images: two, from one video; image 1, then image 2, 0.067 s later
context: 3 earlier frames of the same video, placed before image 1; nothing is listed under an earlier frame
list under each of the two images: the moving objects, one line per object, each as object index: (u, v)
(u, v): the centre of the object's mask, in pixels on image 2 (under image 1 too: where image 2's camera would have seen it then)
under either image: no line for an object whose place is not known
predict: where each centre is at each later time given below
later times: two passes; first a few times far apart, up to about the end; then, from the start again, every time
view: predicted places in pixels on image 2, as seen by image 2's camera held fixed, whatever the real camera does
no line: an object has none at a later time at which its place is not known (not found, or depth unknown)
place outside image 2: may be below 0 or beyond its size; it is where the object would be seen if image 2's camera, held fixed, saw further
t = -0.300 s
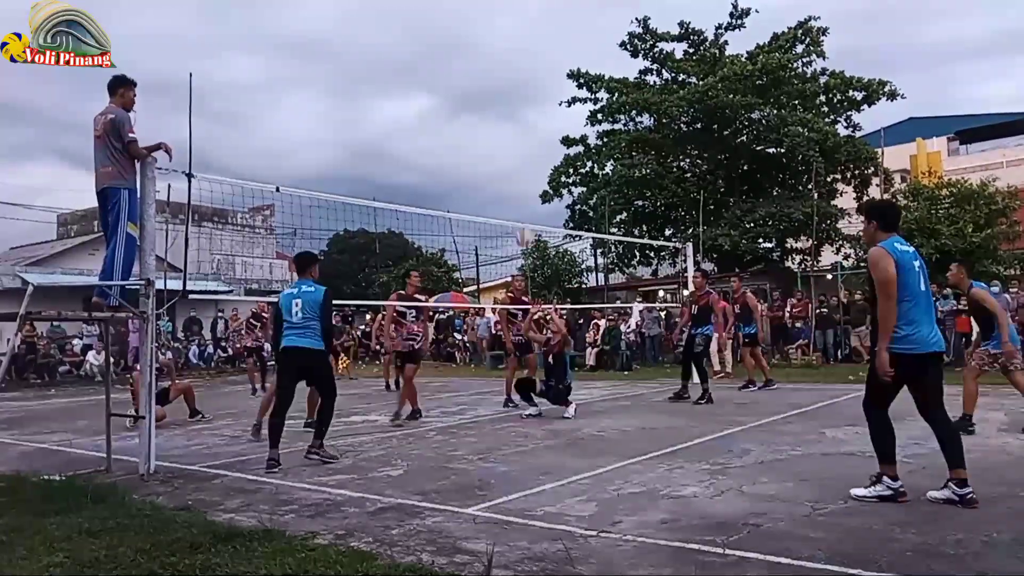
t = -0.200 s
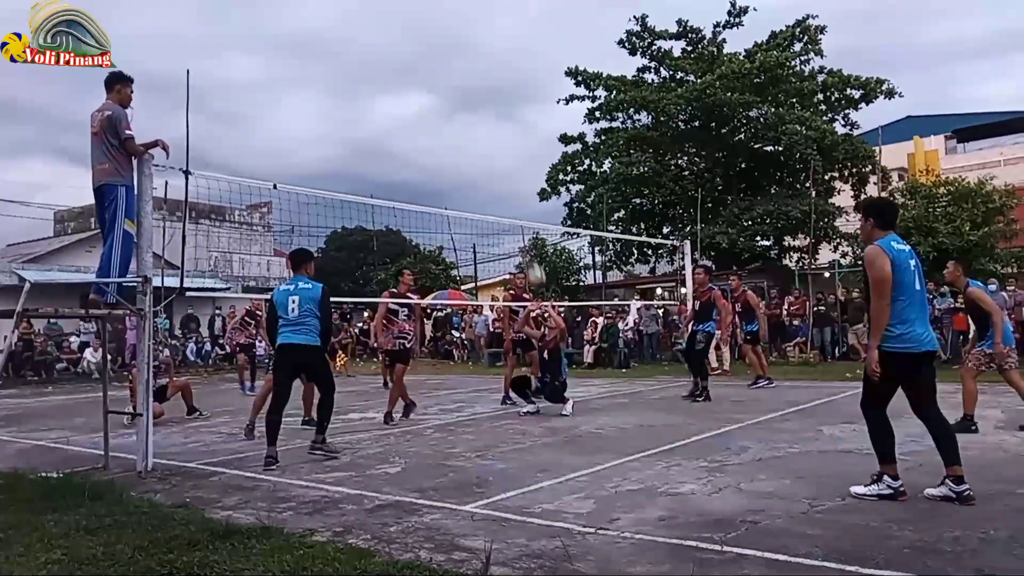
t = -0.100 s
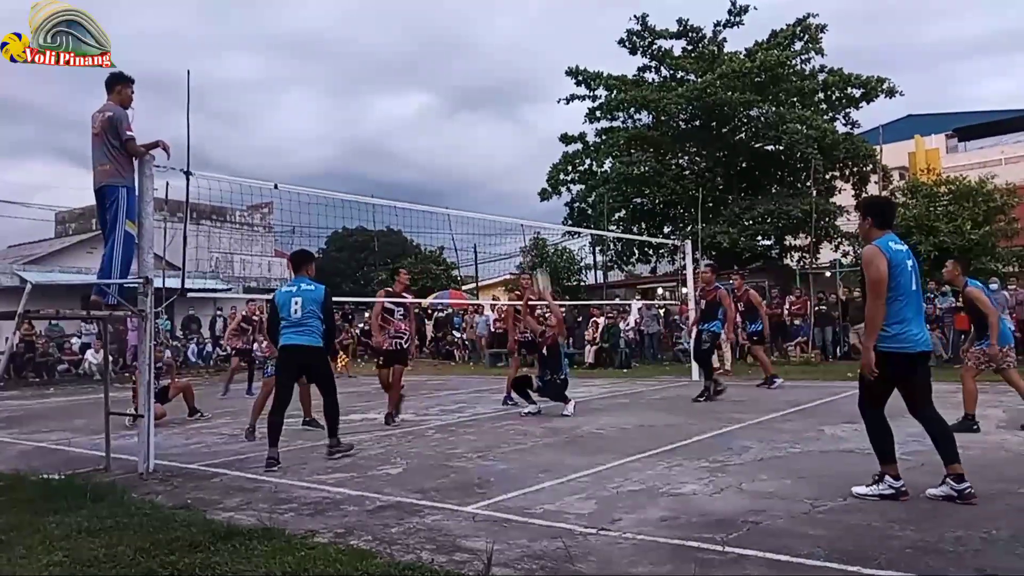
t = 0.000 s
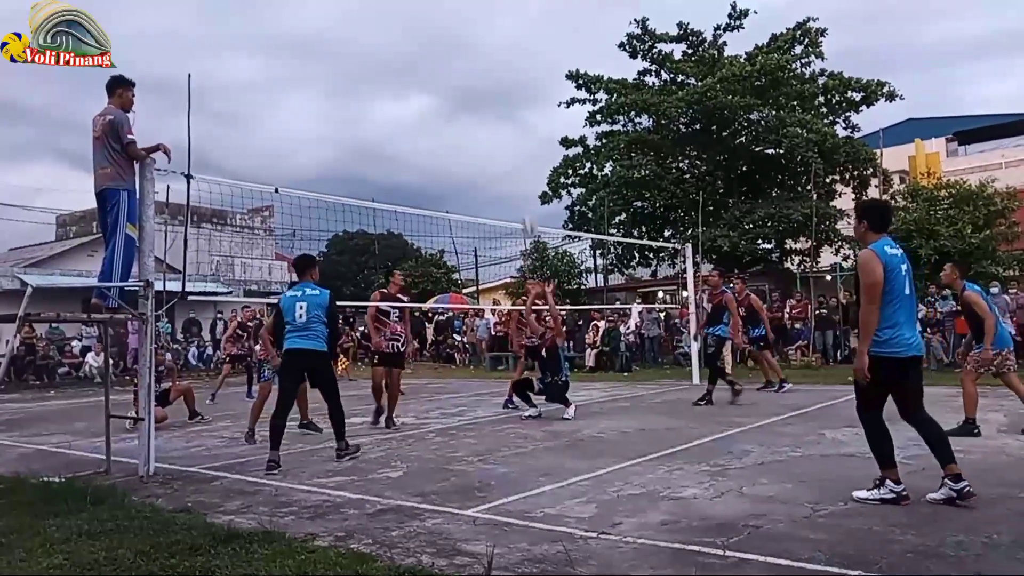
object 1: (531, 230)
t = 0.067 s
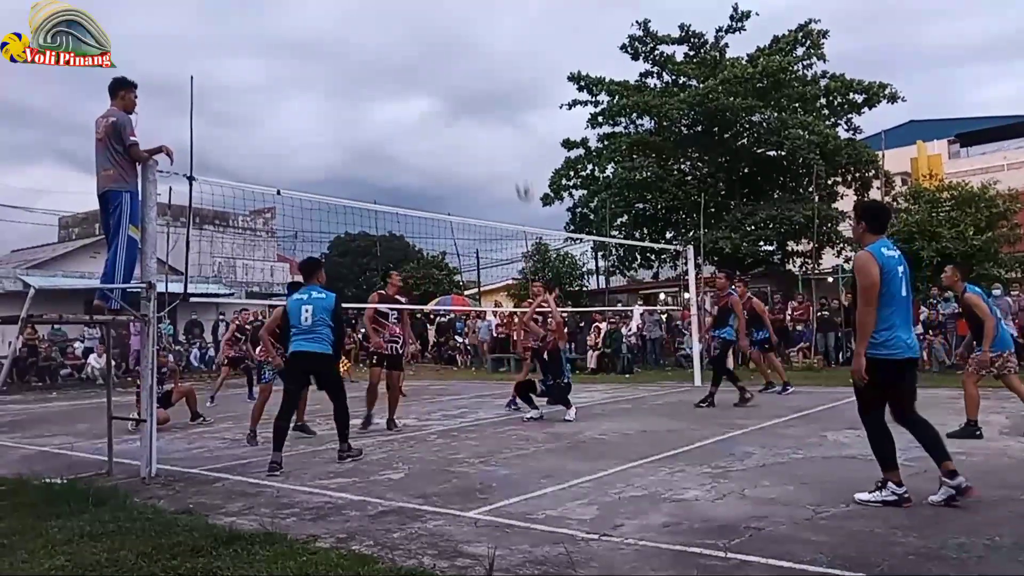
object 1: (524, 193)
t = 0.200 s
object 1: (508, 124)
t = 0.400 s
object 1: (483, 53)
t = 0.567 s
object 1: (462, 17)
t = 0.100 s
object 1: (519, 175)
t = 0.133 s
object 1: (516, 156)
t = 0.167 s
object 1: (513, 141)
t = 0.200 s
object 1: (508, 124)
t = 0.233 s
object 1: (504, 110)
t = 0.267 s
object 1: (500, 97)
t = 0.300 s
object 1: (496, 85)
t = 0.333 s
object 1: (491, 74)
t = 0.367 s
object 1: (487, 63)
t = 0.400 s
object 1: (483, 53)
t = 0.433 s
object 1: (478, 44)
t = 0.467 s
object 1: (474, 36)
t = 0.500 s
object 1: (470, 29)
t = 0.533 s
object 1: (466, 23)
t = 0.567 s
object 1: (462, 17)
